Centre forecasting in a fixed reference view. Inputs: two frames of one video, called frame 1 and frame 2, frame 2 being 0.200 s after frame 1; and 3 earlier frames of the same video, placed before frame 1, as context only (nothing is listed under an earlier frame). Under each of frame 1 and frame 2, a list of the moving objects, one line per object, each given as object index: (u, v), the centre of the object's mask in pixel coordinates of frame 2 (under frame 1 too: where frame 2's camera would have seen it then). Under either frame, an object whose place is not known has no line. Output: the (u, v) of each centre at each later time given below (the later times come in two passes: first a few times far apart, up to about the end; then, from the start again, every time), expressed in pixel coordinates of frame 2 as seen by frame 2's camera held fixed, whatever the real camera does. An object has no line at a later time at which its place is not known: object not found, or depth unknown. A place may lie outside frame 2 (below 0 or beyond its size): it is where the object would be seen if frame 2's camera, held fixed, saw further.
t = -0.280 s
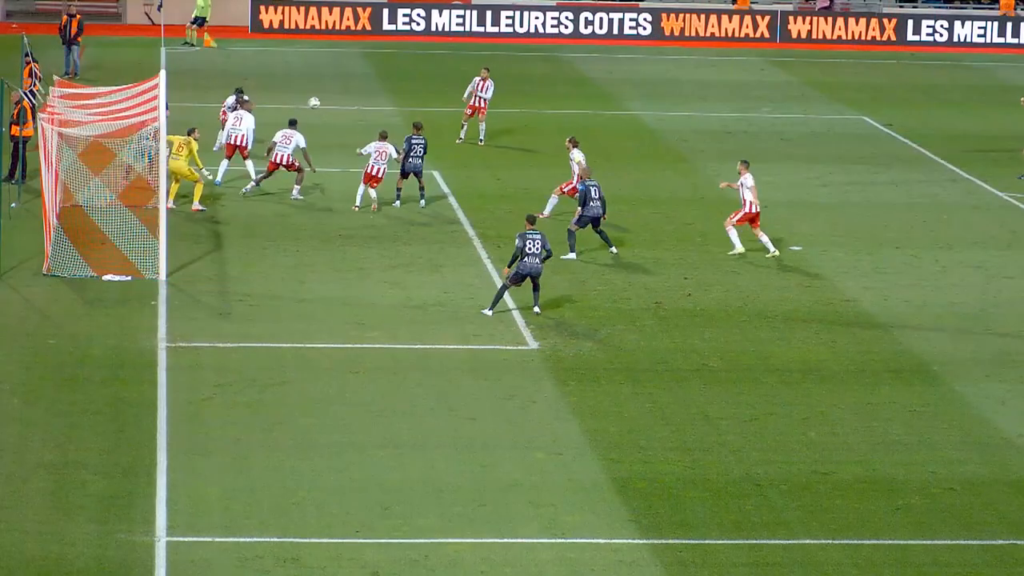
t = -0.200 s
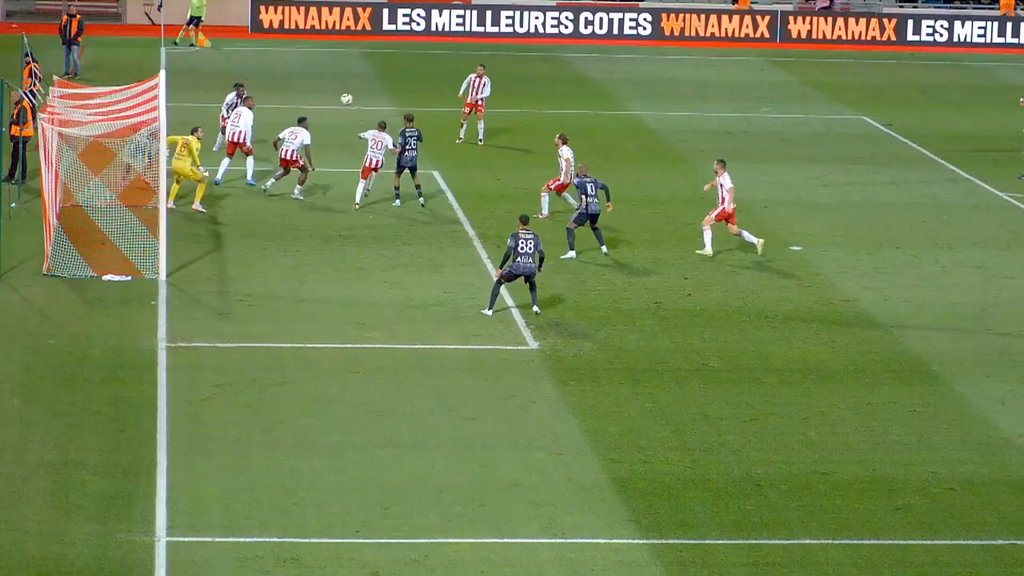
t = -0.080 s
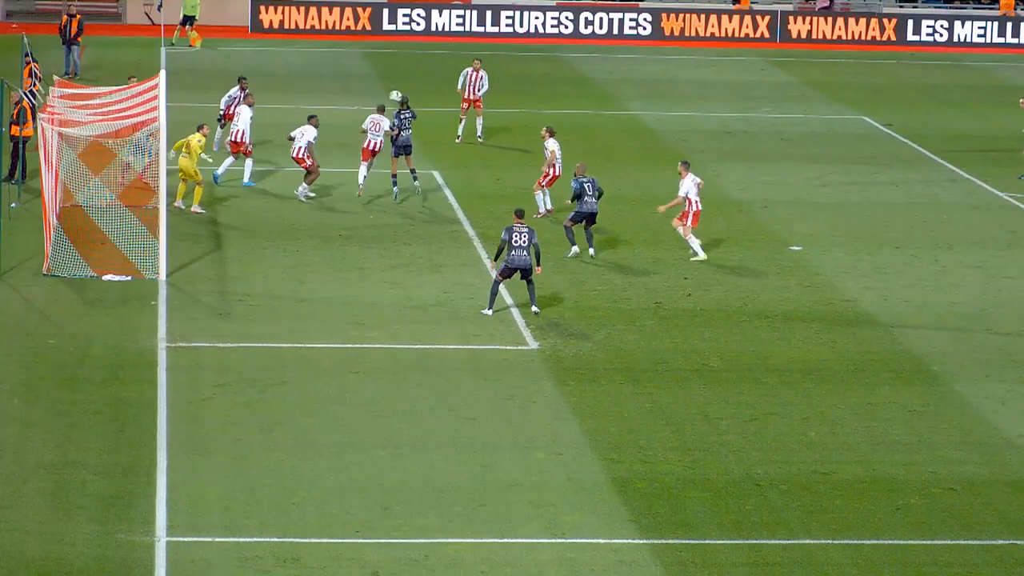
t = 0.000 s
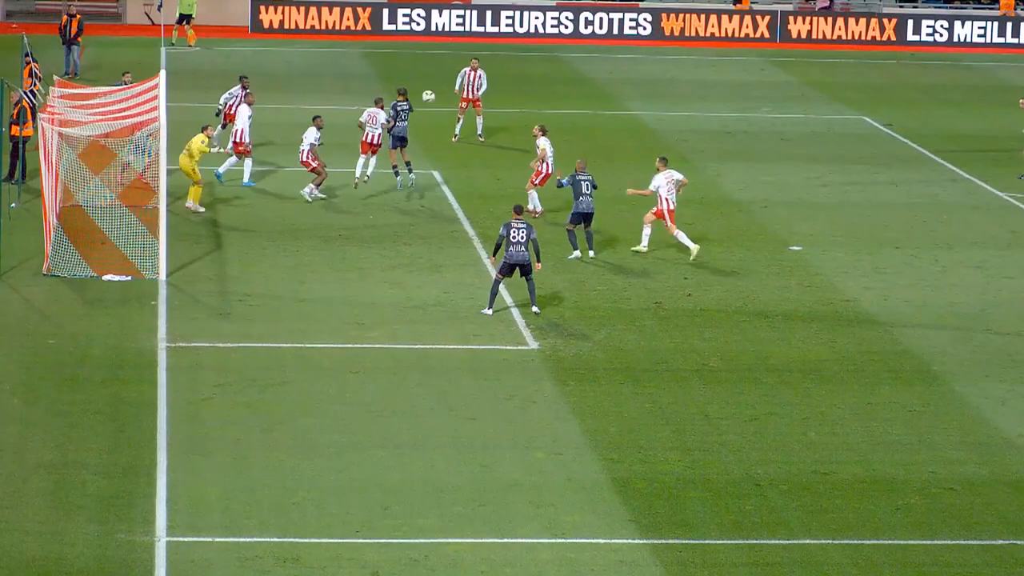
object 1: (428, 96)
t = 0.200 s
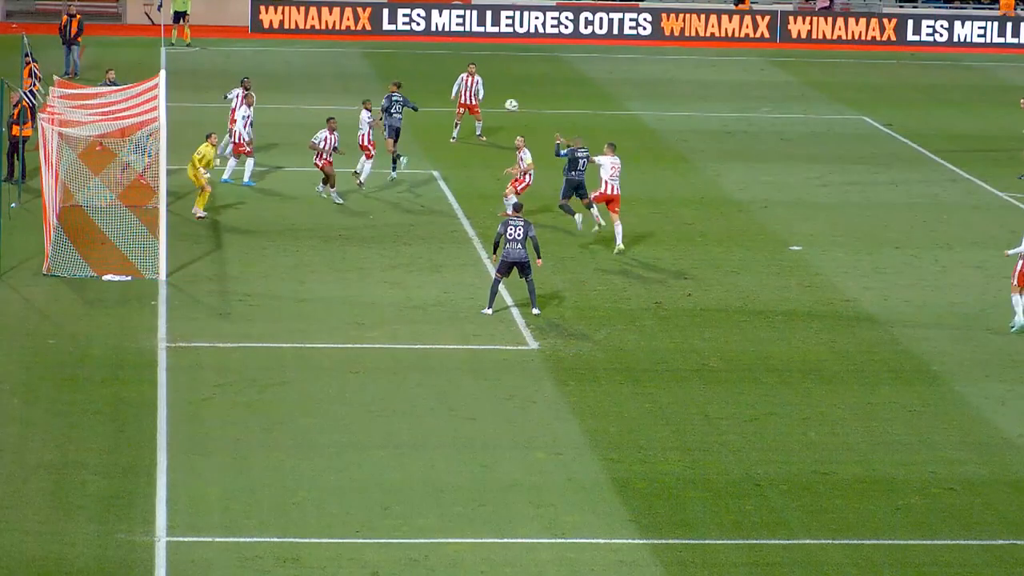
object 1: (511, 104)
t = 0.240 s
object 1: (528, 108)
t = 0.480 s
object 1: (630, 141)
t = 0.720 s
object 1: (736, 197)
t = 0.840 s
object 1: (790, 235)
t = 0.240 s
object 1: (528, 108)
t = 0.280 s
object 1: (545, 112)
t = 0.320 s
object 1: (561, 117)
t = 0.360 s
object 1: (578, 122)
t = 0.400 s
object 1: (596, 127)
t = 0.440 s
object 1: (613, 134)
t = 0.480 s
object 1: (630, 141)
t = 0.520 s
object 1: (647, 148)
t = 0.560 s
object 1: (665, 156)
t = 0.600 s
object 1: (683, 166)
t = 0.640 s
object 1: (700, 175)
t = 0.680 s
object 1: (718, 185)
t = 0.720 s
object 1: (736, 197)
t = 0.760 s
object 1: (754, 208)
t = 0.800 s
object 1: (772, 221)
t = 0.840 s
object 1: (790, 235)
